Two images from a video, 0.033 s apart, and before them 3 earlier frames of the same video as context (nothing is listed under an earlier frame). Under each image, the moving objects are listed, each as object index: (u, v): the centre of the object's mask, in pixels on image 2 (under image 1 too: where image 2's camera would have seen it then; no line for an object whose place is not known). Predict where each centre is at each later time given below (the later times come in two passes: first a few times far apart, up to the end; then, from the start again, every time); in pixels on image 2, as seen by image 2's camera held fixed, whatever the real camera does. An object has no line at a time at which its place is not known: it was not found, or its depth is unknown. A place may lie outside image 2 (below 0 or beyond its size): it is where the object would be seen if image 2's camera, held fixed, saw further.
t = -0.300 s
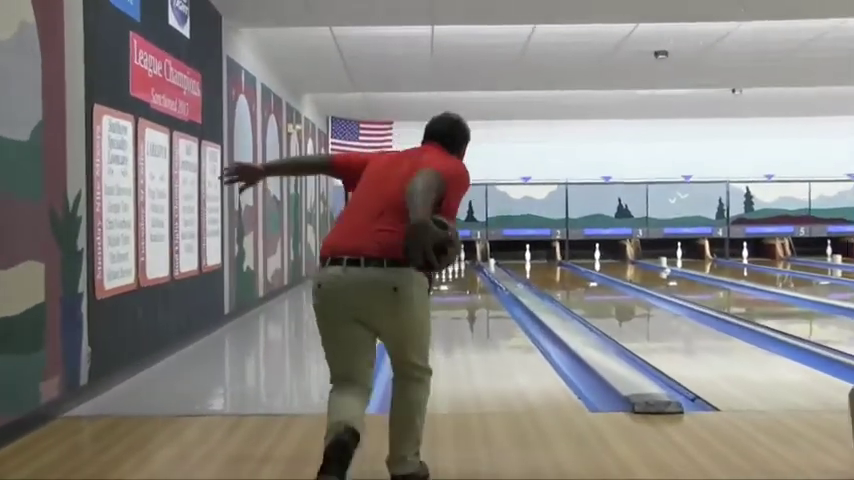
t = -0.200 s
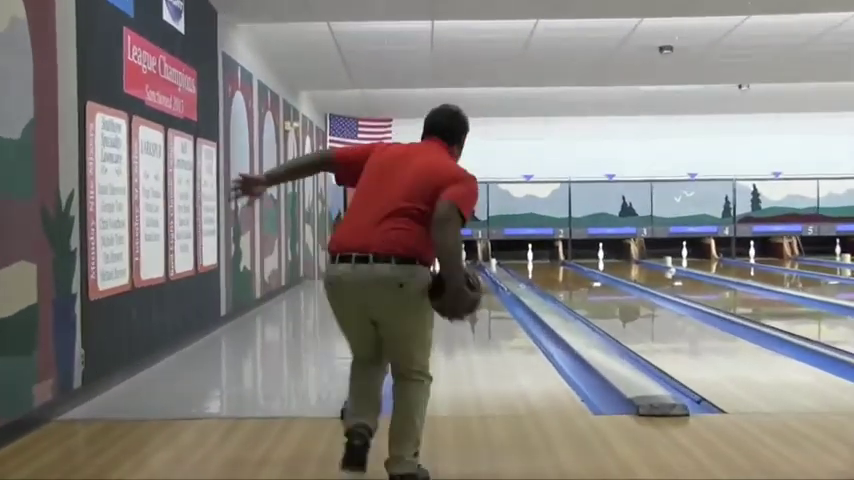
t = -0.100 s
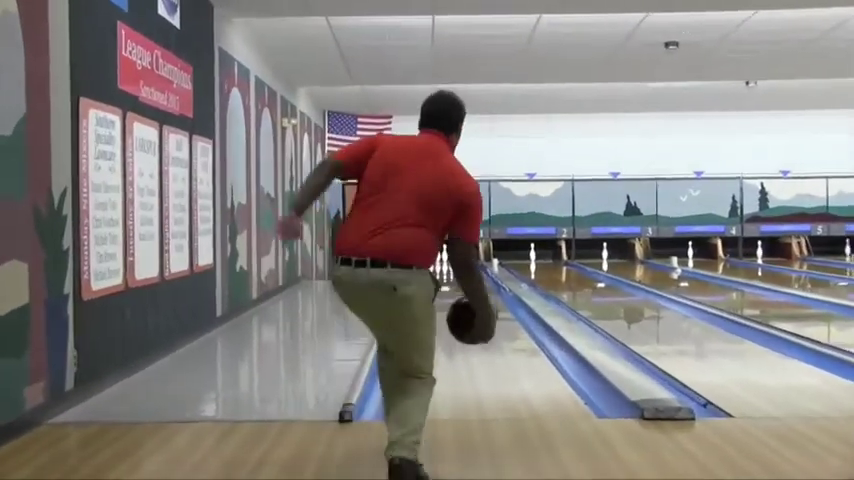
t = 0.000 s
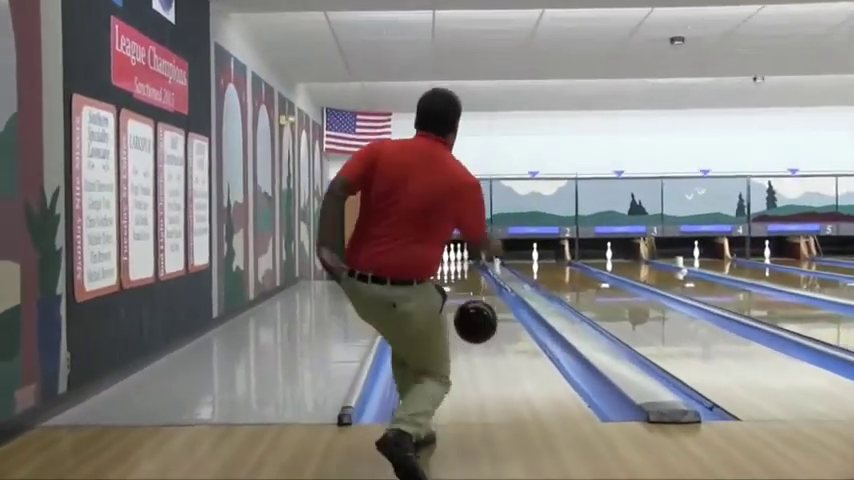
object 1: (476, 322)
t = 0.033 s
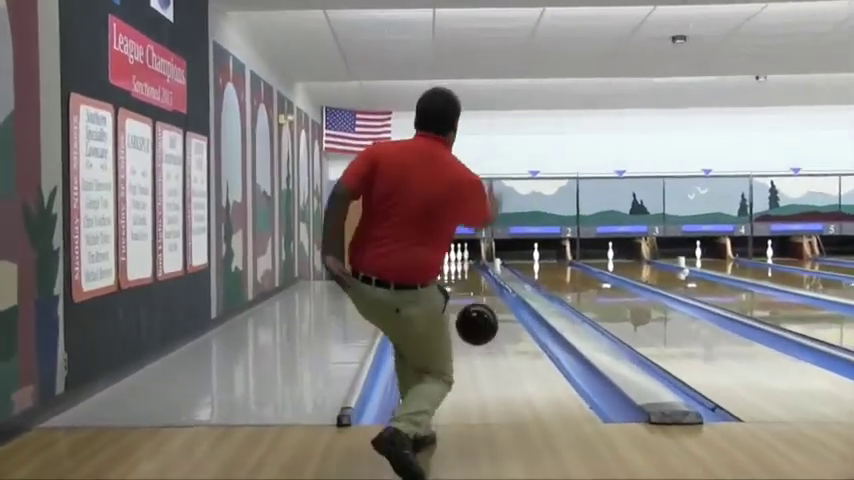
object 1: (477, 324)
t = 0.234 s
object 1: (481, 370)
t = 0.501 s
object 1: (485, 341)
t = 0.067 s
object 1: (477, 327)
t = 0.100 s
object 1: (478, 333)
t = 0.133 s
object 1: (479, 340)
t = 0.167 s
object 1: (479, 349)
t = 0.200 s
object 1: (480, 359)
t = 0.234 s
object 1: (481, 370)
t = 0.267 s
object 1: (482, 366)
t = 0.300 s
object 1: (482, 362)
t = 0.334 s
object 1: (483, 358)
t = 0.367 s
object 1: (483, 354)
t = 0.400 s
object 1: (484, 350)
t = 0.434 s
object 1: (484, 347)
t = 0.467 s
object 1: (484, 343)
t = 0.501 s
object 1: (485, 341)
